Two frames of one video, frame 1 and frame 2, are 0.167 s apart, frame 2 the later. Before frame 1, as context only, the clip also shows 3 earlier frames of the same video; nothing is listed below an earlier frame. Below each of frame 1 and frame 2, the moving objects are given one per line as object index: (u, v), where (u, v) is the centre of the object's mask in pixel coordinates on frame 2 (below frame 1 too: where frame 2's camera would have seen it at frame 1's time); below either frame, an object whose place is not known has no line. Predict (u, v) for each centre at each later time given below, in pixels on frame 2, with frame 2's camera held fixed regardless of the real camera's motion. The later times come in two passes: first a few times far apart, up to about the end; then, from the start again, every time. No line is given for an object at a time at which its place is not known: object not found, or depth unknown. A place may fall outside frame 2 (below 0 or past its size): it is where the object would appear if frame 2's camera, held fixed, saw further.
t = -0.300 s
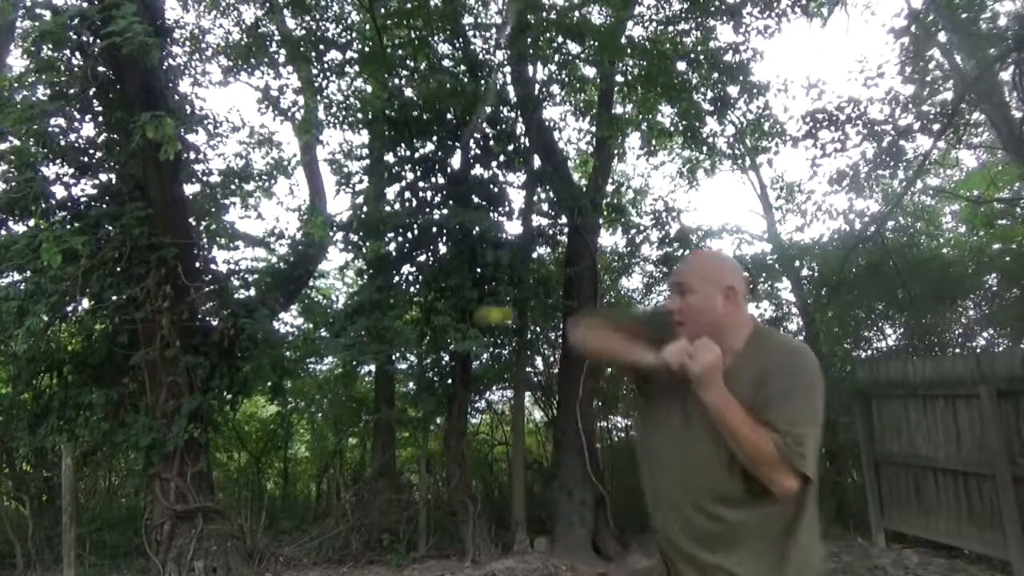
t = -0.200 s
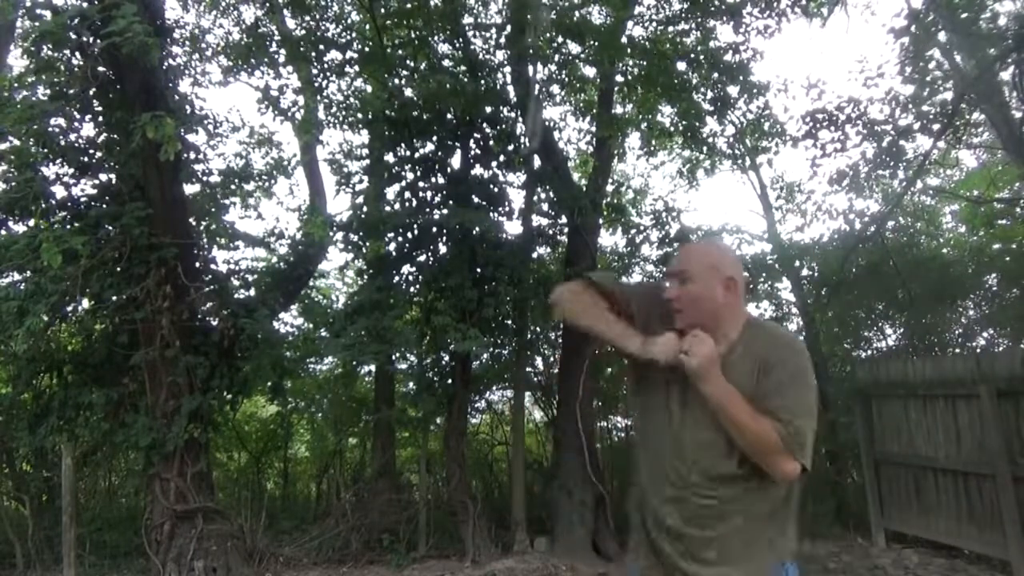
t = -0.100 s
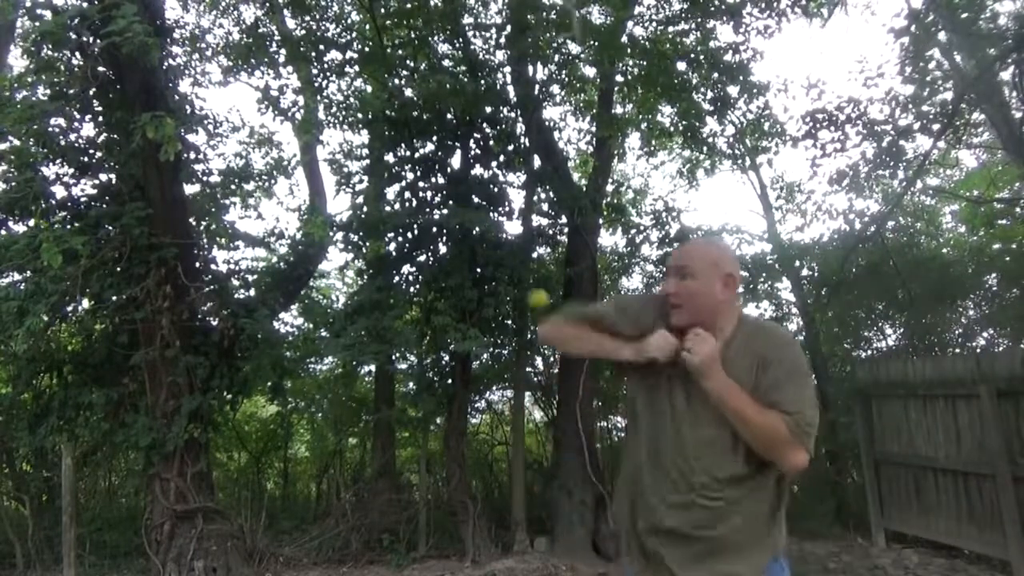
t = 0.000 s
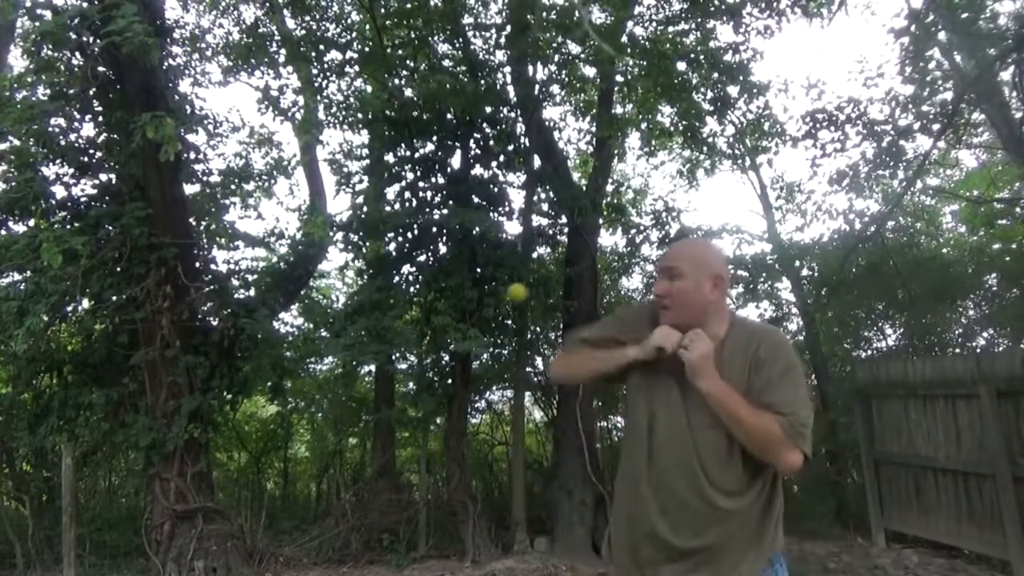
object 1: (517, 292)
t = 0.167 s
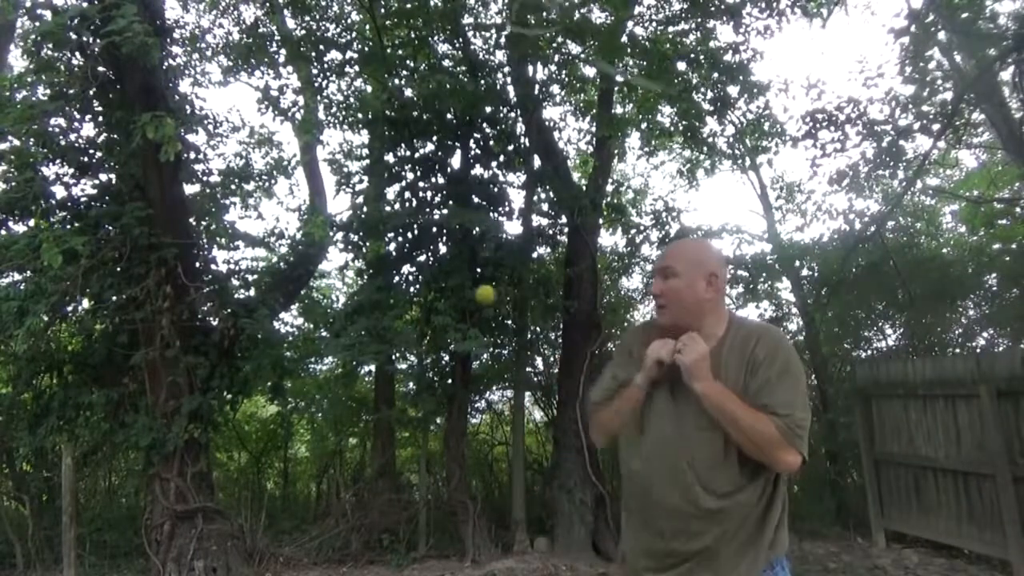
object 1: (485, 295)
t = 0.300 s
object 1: (463, 305)
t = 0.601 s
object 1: (445, 302)
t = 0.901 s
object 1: (513, 198)
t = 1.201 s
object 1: (615, 167)
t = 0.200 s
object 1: (480, 295)
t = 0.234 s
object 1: (474, 298)
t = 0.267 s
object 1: (469, 300)
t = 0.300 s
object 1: (463, 305)
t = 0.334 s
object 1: (458, 308)
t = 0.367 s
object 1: (455, 309)
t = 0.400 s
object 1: (452, 311)
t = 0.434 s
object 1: (448, 313)
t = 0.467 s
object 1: (446, 313)
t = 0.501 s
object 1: (444, 313)
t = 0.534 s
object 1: (443, 311)
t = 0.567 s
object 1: (443, 307)
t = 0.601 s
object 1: (445, 302)
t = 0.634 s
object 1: (447, 296)
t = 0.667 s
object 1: (451, 287)
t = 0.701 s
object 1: (456, 277)
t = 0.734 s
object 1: (462, 265)
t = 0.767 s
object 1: (469, 252)
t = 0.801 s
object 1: (479, 238)
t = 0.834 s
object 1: (488, 226)
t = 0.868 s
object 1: (498, 213)
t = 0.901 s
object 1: (513, 198)
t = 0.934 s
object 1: (529, 186)
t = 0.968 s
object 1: (543, 174)
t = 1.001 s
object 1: (553, 167)
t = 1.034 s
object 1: (565, 161)
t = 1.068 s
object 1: (578, 158)
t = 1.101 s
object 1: (591, 157)
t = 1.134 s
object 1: (601, 157)
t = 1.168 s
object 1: (607, 161)
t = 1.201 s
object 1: (615, 167)
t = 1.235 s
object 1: (621, 177)
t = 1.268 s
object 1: (626, 189)
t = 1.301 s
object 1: (627, 201)
